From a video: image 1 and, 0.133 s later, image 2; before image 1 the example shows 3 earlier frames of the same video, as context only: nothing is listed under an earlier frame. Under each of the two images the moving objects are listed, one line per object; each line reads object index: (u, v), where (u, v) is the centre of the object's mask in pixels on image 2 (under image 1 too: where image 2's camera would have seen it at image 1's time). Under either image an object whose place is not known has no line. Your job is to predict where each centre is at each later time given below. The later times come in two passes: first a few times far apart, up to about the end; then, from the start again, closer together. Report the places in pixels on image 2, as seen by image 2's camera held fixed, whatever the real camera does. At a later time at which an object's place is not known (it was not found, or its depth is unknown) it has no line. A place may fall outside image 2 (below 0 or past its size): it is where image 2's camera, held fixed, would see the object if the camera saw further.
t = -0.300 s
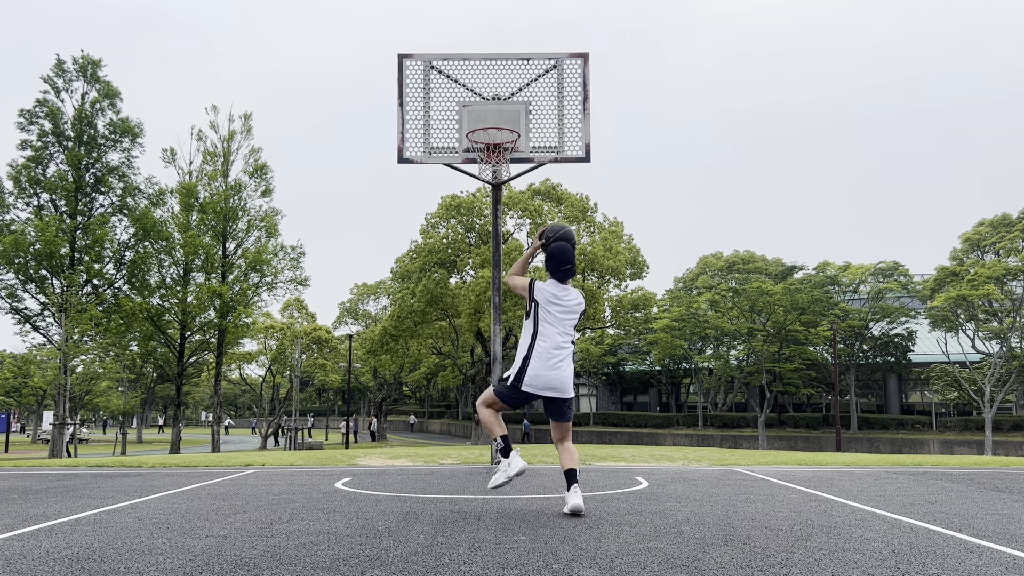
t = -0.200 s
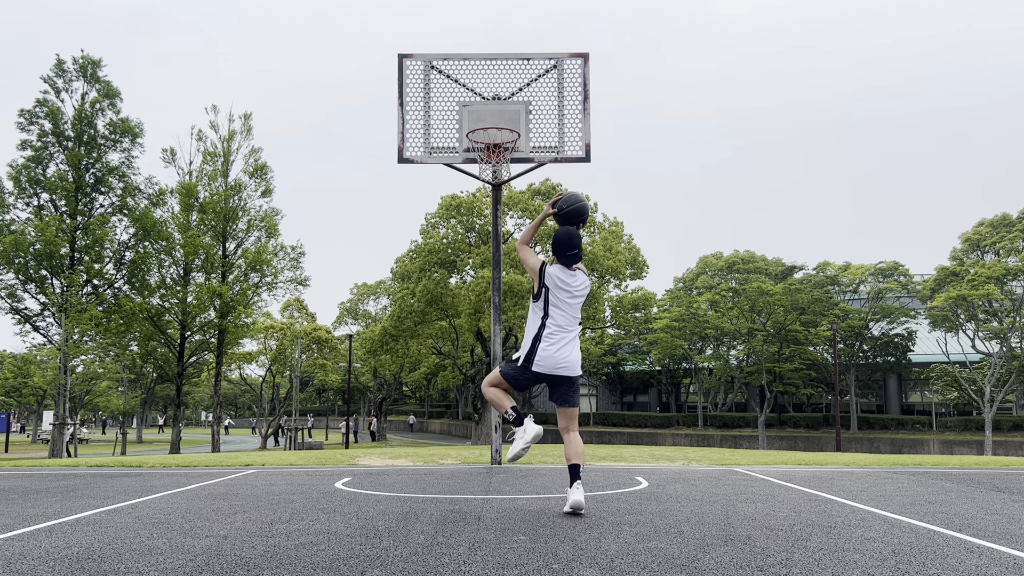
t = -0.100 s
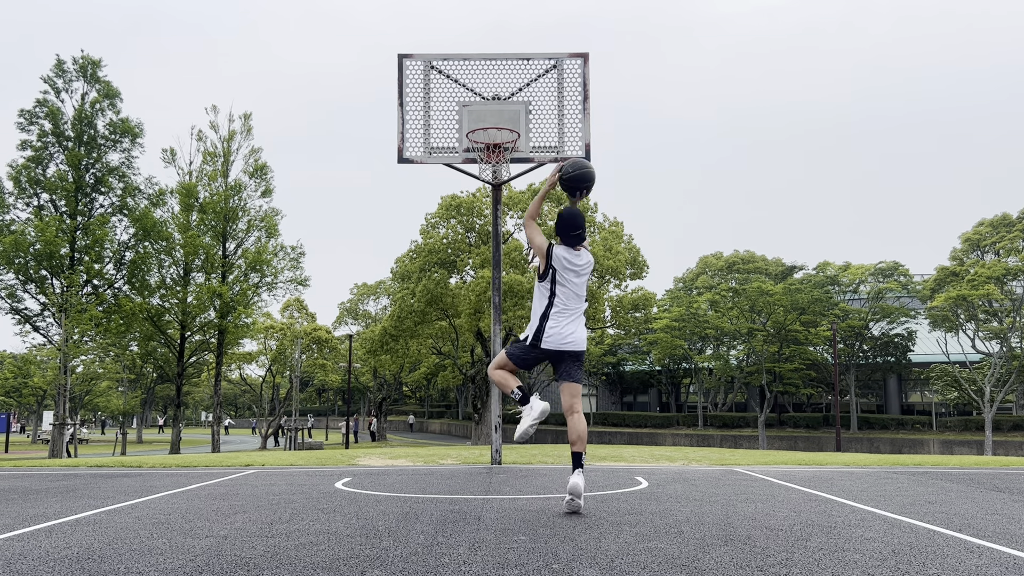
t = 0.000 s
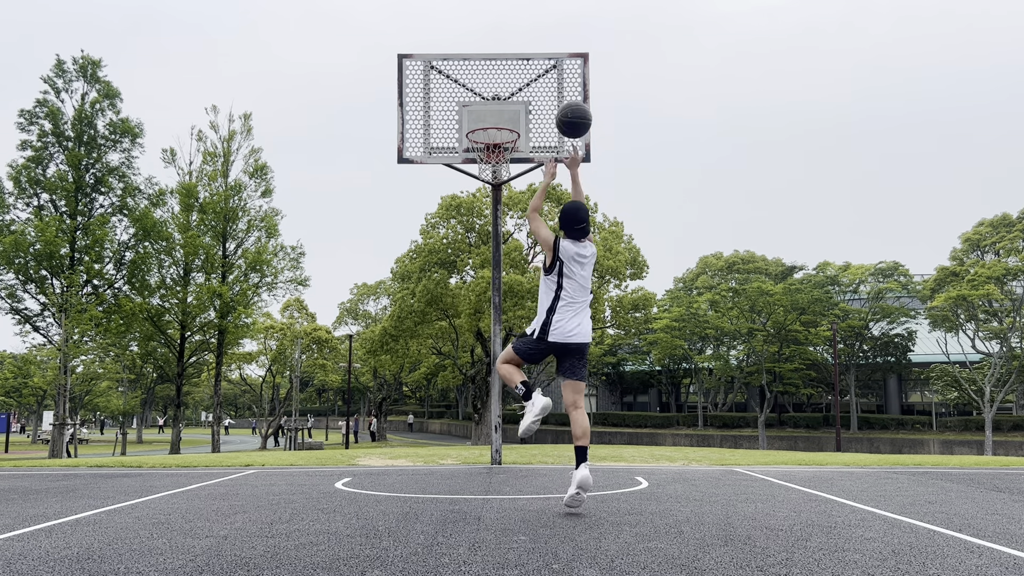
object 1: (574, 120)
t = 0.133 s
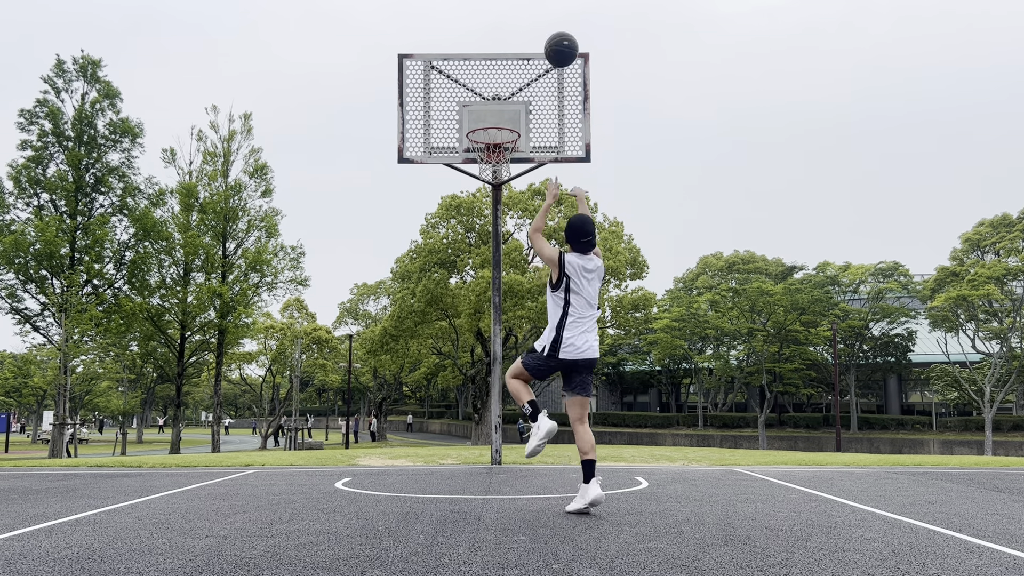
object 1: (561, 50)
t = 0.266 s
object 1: (551, 12)
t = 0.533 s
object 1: (532, 9)
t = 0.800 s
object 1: (517, 75)
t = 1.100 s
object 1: (469, 118)
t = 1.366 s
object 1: (433, 116)
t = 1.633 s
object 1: (395, 192)
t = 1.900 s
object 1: (354, 351)
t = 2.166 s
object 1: (310, 389)
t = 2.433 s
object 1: (263, 276)
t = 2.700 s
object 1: (215, 247)
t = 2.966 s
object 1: (163, 299)
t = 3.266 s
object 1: (98, 457)
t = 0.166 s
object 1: (558, 37)
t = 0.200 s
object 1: (556, 26)
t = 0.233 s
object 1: (553, 17)
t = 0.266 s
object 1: (551, 12)
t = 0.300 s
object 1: (548, 9)
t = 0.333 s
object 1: (546, 7)
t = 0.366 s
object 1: (543, 6)
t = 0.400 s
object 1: (541, 5)
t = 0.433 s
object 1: (539, 5)
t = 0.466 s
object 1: (537, 6)
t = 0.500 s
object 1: (534, 7)
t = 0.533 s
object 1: (532, 9)
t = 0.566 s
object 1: (530, 11)
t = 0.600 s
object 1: (528, 15)
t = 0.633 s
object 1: (526, 23)
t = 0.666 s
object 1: (524, 31)
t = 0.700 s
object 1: (522, 40)
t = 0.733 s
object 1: (520, 51)
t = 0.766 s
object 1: (519, 62)
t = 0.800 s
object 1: (517, 75)
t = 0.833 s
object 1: (515, 88)
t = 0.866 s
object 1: (513, 103)
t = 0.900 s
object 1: (512, 117)
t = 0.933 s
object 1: (507, 128)
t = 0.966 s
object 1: (498, 126)
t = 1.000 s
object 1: (488, 126)
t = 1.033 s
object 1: (479, 127)
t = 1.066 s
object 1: (472, 121)
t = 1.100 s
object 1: (469, 118)
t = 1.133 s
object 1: (464, 114)
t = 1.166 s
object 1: (460, 111)
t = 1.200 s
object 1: (455, 109)
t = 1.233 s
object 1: (451, 108)
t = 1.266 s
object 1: (446, 108)
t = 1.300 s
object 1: (442, 110)
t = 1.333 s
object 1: (437, 113)
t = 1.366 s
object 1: (433, 116)
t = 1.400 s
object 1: (428, 122)
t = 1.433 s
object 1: (423, 128)
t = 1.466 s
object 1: (419, 136)
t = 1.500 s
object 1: (414, 145)
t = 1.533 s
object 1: (409, 155)
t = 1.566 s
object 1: (405, 166)
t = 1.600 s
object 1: (400, 178)
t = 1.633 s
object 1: (395, 192)
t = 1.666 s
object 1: (390, 207)
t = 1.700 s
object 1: (385, 223)
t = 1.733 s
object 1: (380, 241)
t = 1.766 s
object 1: (375, 260)
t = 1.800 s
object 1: (370, 281)
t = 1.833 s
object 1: (365, 303)
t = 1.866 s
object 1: (360, 326)
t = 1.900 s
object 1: (354, 351)
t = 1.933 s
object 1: (349, 377)
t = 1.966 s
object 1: (344, 405)
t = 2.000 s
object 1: (338, 435)
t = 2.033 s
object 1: (332, 467)
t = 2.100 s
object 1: (321, 432)
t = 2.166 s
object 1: (310, 389)
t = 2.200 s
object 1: (305, 370)
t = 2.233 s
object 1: (299, 353)
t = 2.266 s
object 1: (293, 337)
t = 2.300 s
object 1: (287, 322)
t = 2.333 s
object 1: (281, 308)
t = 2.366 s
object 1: (276, 296)
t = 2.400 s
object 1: (270, 286)
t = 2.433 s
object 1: (263, 276)
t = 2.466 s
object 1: (258, 268)
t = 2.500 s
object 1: (252, 261)
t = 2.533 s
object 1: (245, 256)
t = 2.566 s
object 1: (239, 252)
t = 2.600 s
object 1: (233, 249)
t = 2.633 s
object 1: (227, 247)
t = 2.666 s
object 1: (221, 246)
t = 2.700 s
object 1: (215, 247)
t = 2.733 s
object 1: (208, 249)
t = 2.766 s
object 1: (202, 252)
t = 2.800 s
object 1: (196, 257)
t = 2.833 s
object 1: (189, 263)
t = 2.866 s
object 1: (183, 270)
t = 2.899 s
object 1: (176, 278)
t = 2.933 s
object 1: (170, 288)
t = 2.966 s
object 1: (163, 299)
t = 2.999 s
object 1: (156, 311)
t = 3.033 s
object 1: (149, 324)
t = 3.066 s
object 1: (142, 339)
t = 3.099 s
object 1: (135, 355)
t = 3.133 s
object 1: (128, 373)
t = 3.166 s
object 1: (121, 392)
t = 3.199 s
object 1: (113, 412)
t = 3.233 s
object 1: (106, 434)
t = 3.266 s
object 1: (98, 457)
